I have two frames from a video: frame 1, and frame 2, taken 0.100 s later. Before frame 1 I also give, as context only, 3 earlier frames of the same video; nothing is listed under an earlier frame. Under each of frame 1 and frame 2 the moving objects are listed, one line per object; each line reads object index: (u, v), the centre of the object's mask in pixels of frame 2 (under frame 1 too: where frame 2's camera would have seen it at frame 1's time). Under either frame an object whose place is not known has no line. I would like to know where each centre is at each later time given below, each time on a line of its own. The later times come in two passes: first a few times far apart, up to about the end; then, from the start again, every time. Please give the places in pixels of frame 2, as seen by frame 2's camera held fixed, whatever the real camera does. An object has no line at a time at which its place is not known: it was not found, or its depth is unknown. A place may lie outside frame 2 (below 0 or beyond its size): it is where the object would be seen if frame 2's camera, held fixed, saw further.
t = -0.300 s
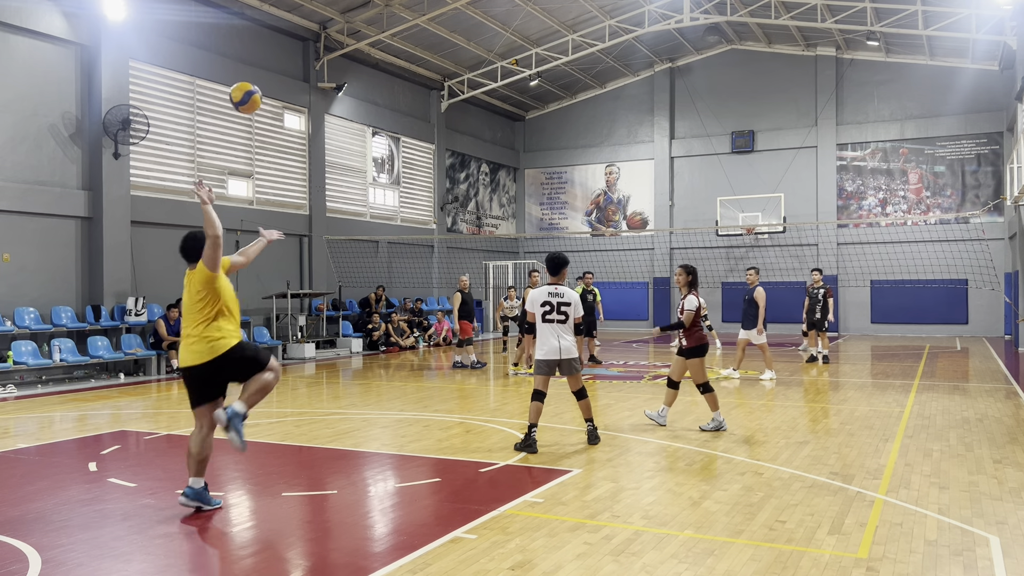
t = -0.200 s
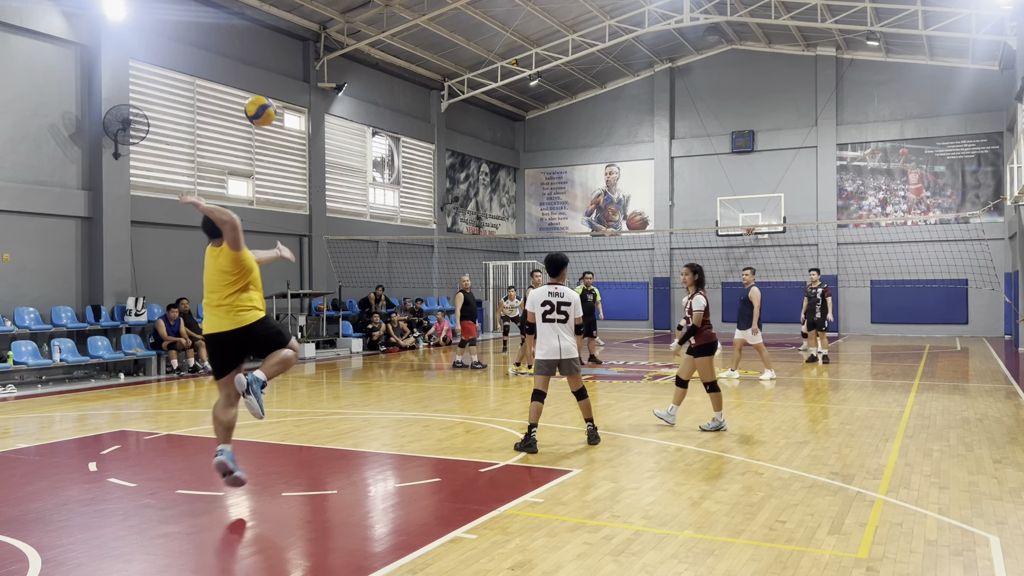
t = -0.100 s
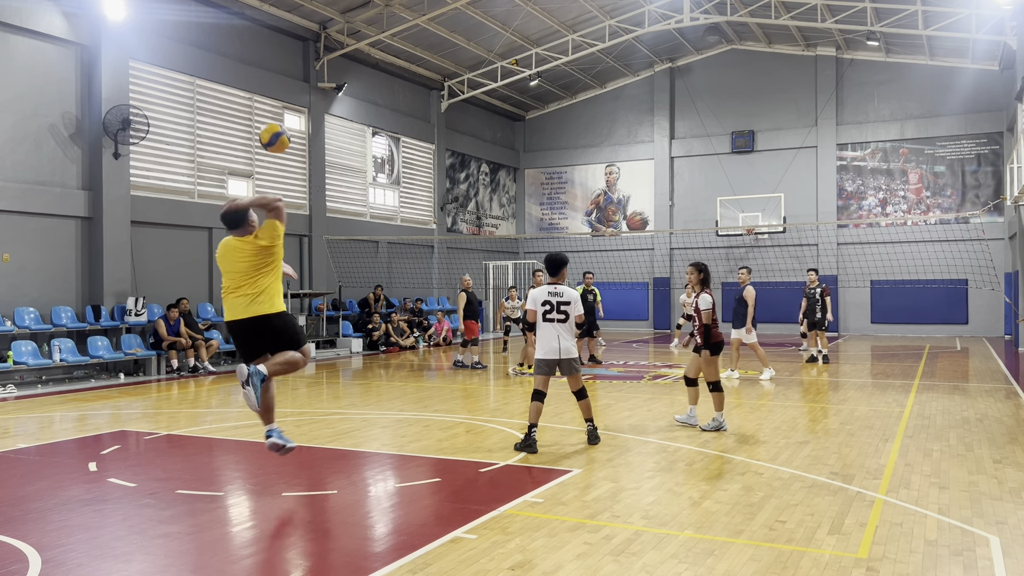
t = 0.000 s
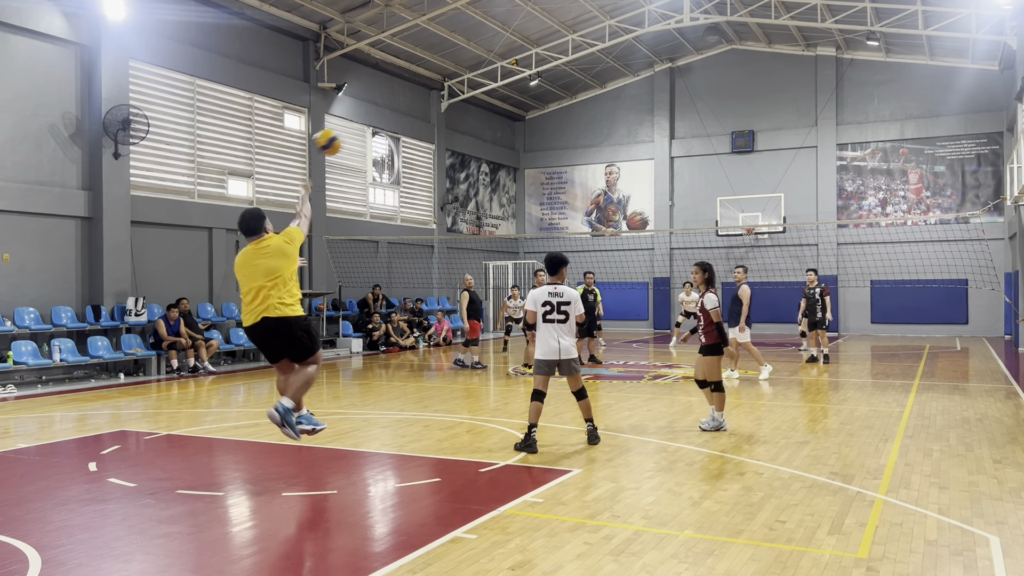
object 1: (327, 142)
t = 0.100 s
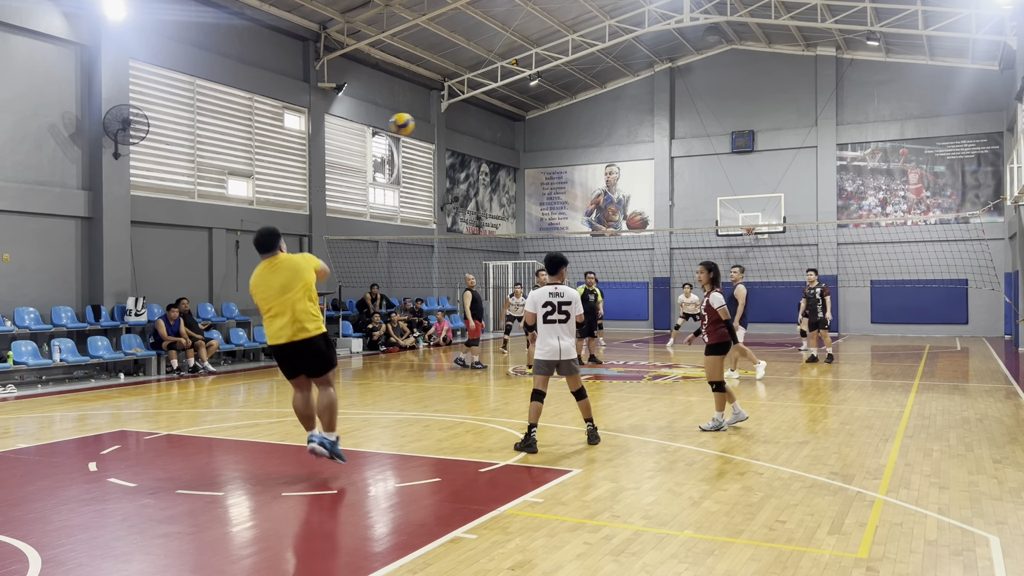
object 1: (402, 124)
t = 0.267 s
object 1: (477, 122)
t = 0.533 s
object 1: (539, 145)
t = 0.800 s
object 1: (569, 192)
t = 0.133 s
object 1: (421, 122)
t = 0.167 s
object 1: (437, 120)
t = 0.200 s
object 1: (452, 120)
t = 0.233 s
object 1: (465, 121)
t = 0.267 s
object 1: (477, 122)
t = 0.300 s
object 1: (488, 123)
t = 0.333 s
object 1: (498, 125)
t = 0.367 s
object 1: (507, 128)
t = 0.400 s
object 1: (515, 131)
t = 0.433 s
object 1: (521, 134)
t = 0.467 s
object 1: (528, 137)
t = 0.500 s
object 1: (534, 141)
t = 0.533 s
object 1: (539, 145)
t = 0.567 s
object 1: (543, 149)
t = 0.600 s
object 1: (548, 154)
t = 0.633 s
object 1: (552, 160)
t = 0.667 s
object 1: (556, 165)
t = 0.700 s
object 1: (559, 172)
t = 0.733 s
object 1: (563, 178)
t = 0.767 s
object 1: (566, 184)
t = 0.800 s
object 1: (569, 192)
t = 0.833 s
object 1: (572, 199)
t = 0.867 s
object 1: (575, 206)
